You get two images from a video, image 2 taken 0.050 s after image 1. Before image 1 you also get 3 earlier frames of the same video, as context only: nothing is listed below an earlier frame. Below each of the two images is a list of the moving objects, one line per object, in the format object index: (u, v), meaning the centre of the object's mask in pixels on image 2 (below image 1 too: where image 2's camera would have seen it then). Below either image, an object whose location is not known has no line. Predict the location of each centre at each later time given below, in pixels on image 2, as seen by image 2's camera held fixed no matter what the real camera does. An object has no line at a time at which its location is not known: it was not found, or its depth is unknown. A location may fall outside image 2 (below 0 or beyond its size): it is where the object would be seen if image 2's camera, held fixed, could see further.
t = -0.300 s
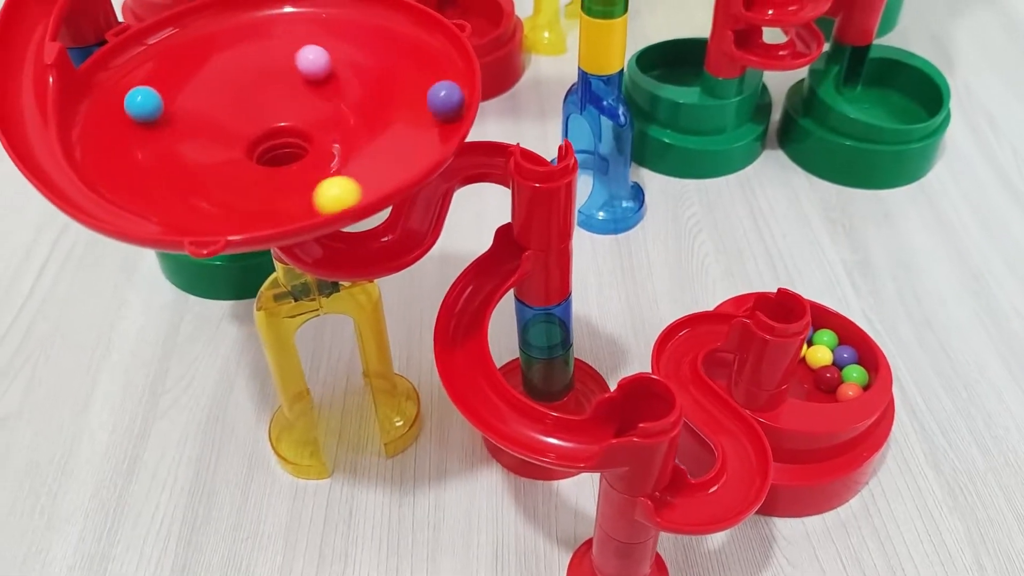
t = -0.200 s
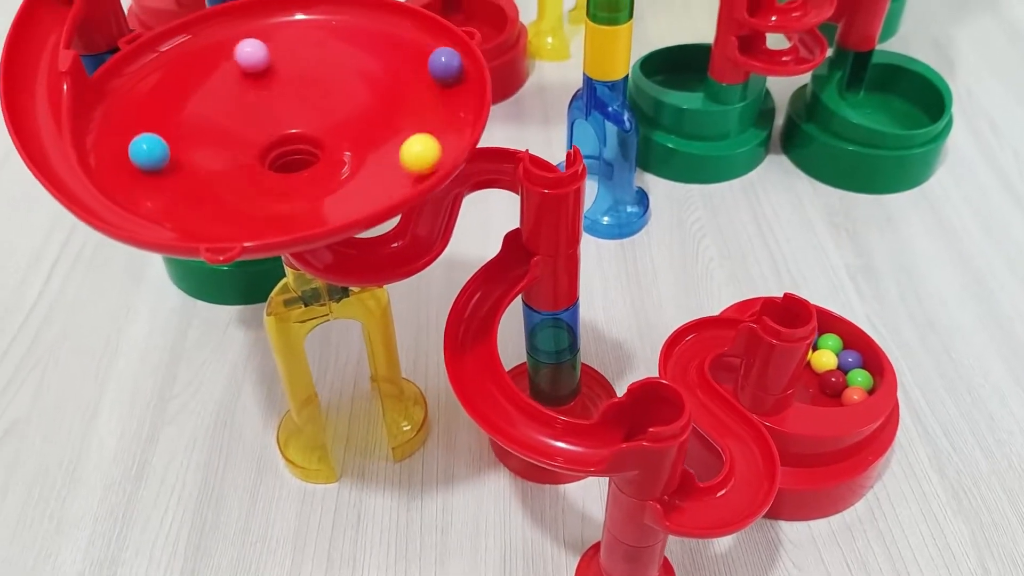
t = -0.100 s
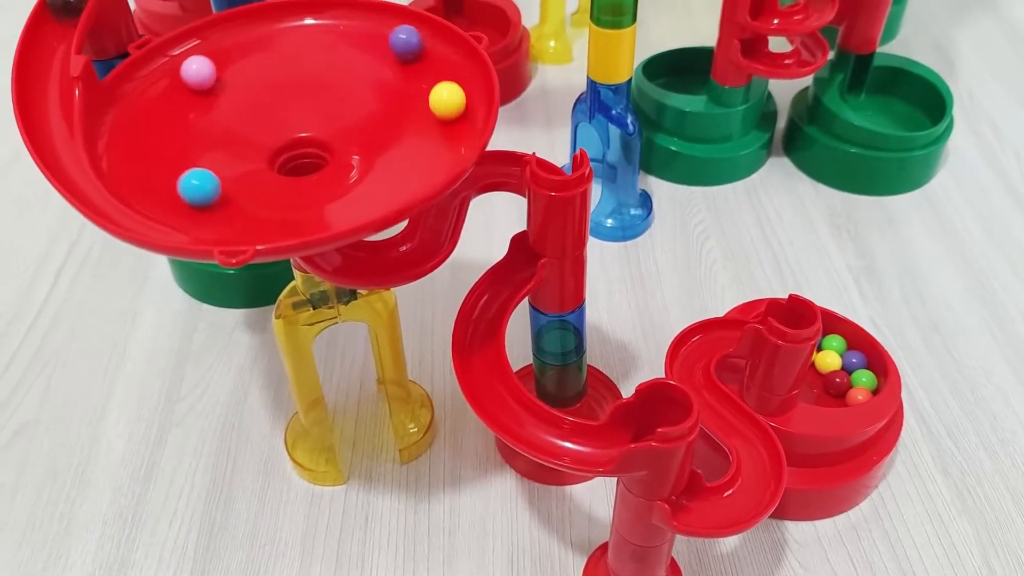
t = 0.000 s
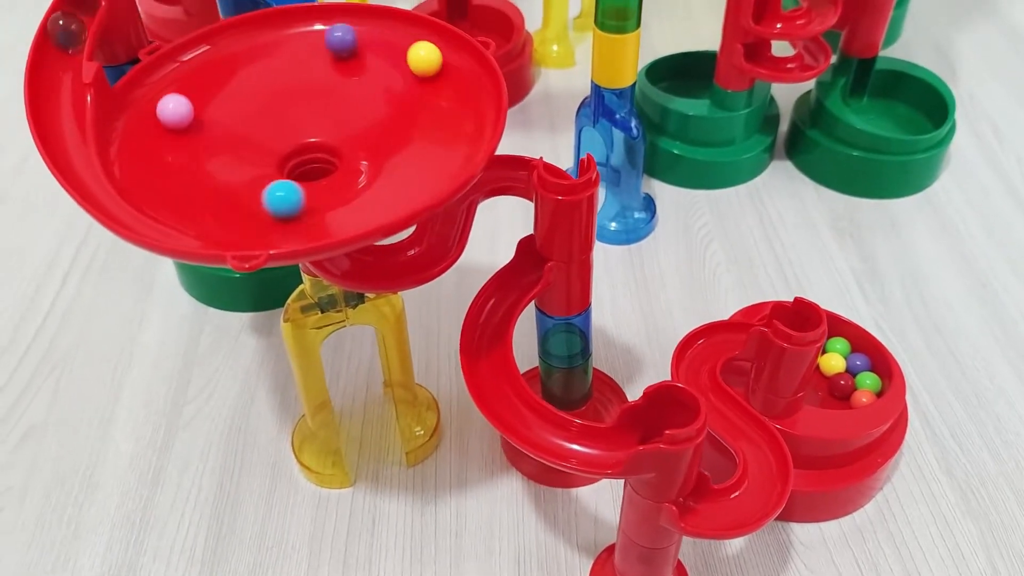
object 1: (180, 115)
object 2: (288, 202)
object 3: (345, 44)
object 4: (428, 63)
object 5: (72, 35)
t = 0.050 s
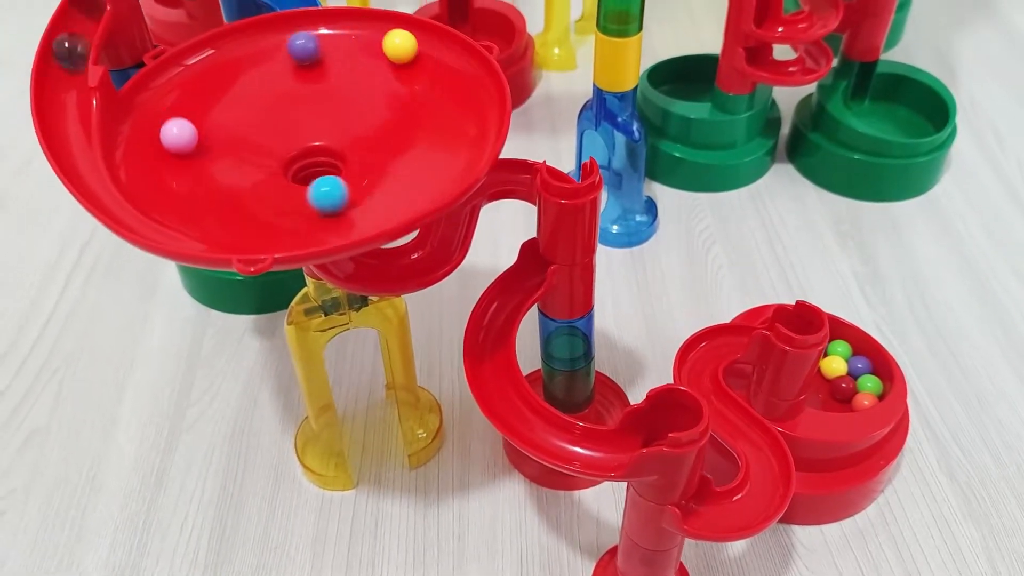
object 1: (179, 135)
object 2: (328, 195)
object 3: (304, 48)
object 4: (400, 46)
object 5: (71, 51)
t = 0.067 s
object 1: (181, 143)
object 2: (340, 190)
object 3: (289, 50)
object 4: (389, 42)
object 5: (70, 57)
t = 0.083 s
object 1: (185, 150)
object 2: (352, 185)
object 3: (276, 53)
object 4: (378, 38)
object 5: (67, 67)
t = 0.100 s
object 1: (190, 157)
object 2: (362, 179)
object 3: (262, 57)
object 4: (366, 35)
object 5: (63, 75)
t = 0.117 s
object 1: (196, 164)
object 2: (371, 173)
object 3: (248, 61)
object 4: (354, 32)
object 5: (62, 83)
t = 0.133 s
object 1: (203, 170)
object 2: (379, 166)
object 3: (235, 65)
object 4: (342, 29)
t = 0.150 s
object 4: (329, 28)
